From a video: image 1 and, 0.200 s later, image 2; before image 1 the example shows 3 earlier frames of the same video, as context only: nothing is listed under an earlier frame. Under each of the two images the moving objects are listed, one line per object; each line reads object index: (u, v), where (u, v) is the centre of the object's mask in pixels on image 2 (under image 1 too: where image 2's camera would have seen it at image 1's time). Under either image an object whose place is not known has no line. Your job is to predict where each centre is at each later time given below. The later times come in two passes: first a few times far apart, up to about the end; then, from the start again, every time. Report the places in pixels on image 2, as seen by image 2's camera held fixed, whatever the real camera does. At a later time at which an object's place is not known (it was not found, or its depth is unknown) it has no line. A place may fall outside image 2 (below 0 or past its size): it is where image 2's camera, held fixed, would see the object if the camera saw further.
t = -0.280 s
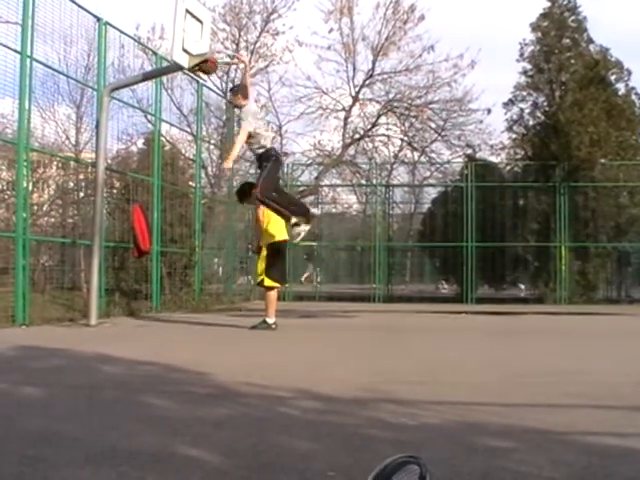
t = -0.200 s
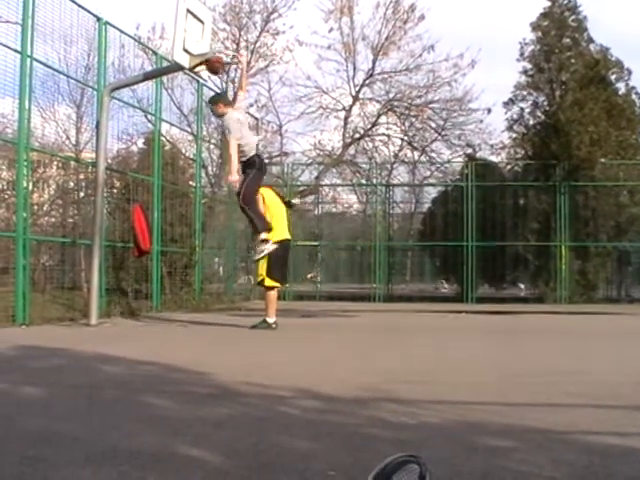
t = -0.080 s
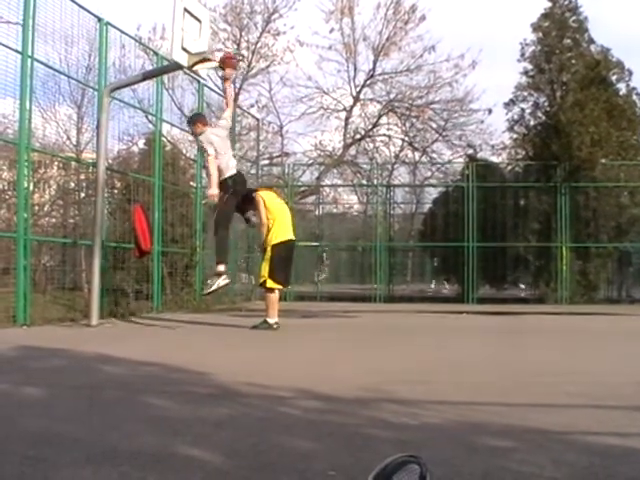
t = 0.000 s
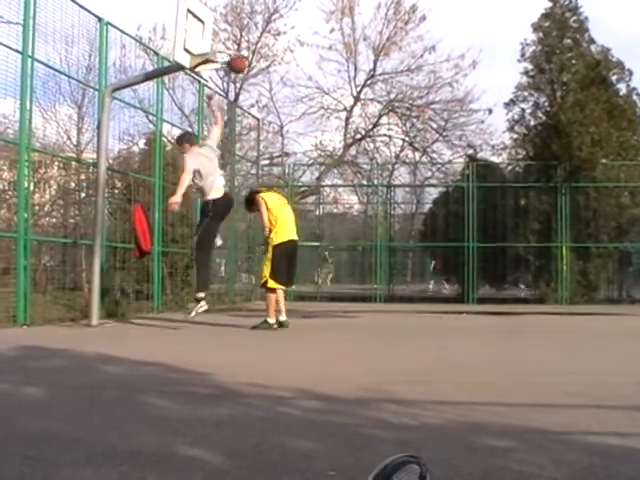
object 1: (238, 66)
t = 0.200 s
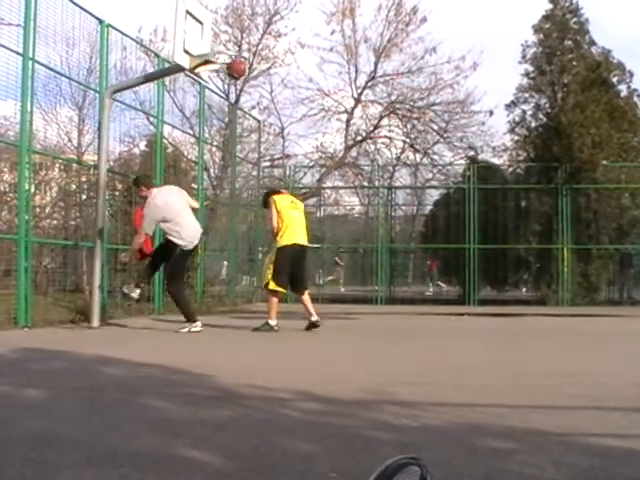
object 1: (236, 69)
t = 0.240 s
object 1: (234, 70)
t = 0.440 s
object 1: (222, 77)
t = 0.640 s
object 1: (217, 99)
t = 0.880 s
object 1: (211, 167)
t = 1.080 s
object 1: (204, 263)
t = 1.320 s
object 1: (196, 256)
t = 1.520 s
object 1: (190, 197)
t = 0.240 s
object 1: (234, 70)
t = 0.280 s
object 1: (231, 71)
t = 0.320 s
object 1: (230, 72)
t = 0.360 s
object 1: (227, 74)
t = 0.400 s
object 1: (224, 76)
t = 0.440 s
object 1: (222, 77)
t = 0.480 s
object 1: (222, 79)
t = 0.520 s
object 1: (221, 82)
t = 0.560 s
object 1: (220, 87)
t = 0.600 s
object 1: (219, 92)
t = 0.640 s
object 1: (217, 99)
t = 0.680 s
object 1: (216, 107)
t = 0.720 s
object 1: (215, 116)
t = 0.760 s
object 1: (214, 126)
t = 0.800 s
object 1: (213, 139)
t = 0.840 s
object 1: (212, 153)
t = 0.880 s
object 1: (211, 167)
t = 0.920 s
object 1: (210, 184)
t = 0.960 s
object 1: (208, 201)
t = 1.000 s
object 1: (207, 221)
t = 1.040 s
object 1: (205, 241)
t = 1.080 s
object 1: (204, 263)
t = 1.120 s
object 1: (203, 287)
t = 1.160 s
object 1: (202, 313)
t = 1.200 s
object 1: (201, 310)
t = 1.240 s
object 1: (199, 289)
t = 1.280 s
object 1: (198, 272)
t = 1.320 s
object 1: (196, 256)
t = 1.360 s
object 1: (196, 241)
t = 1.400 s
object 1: (195, 228)
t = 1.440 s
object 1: (193, 216)
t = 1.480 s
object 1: (191, 206)
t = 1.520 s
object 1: (190, 197)
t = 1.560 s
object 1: (189, 189)
